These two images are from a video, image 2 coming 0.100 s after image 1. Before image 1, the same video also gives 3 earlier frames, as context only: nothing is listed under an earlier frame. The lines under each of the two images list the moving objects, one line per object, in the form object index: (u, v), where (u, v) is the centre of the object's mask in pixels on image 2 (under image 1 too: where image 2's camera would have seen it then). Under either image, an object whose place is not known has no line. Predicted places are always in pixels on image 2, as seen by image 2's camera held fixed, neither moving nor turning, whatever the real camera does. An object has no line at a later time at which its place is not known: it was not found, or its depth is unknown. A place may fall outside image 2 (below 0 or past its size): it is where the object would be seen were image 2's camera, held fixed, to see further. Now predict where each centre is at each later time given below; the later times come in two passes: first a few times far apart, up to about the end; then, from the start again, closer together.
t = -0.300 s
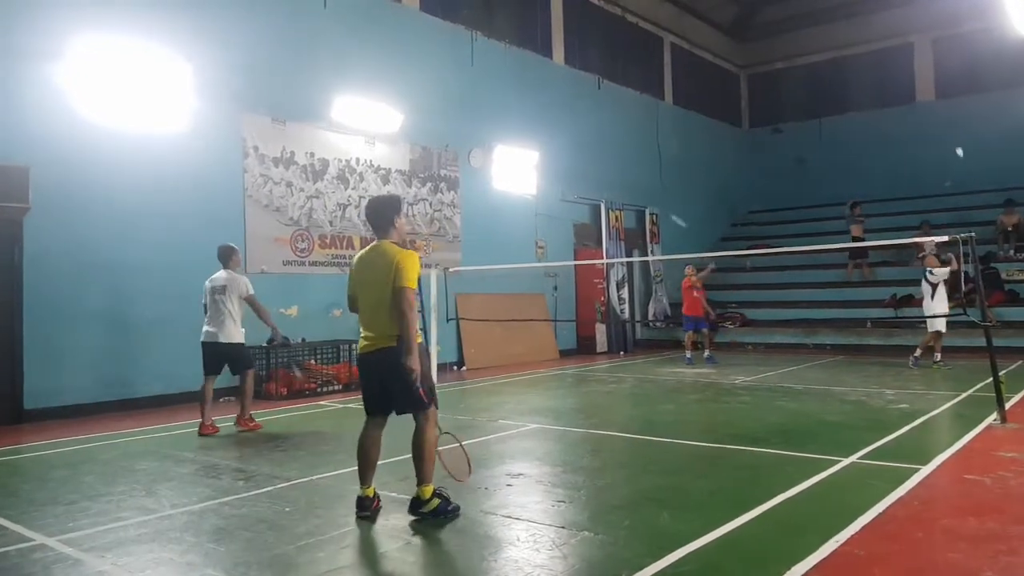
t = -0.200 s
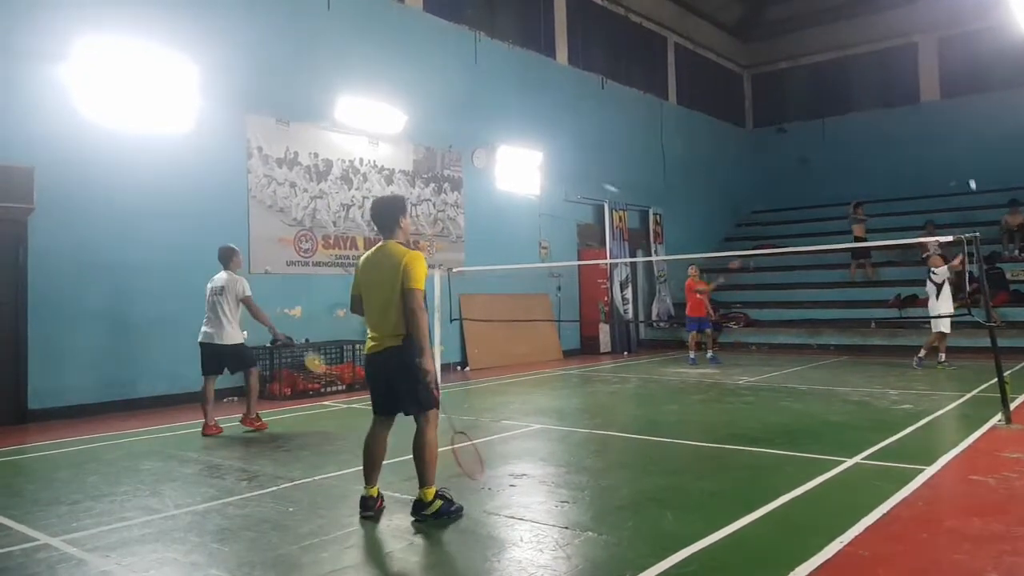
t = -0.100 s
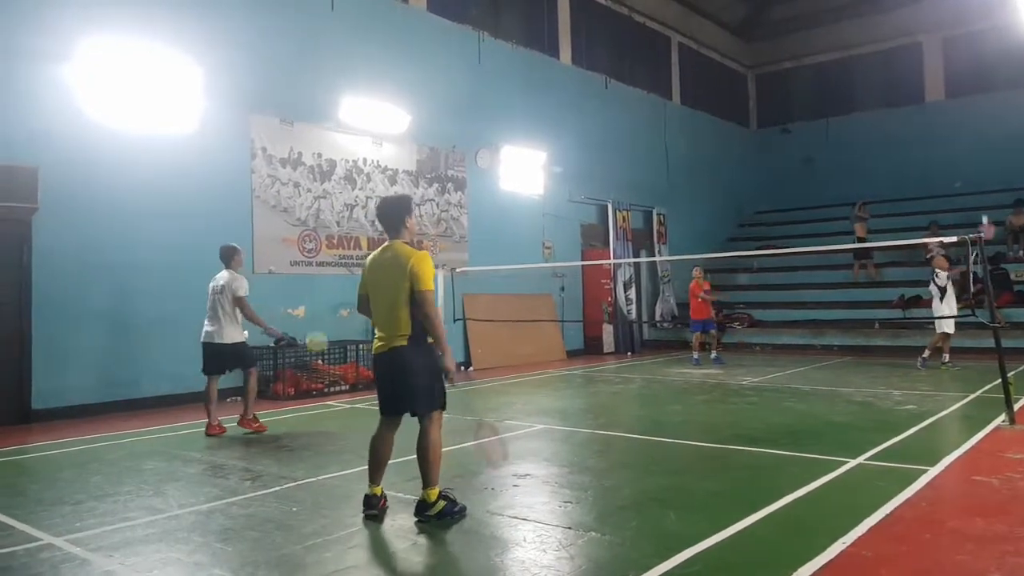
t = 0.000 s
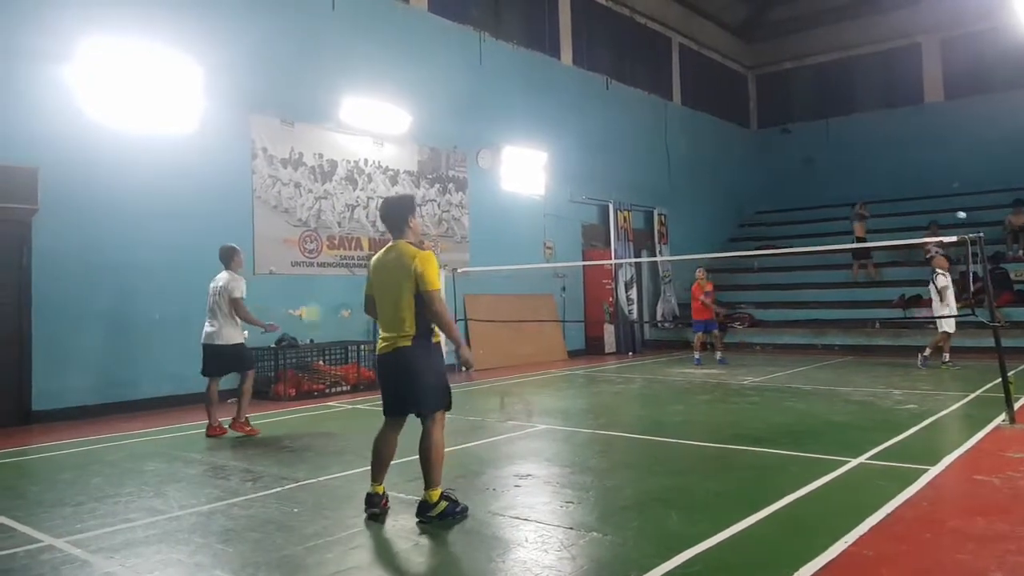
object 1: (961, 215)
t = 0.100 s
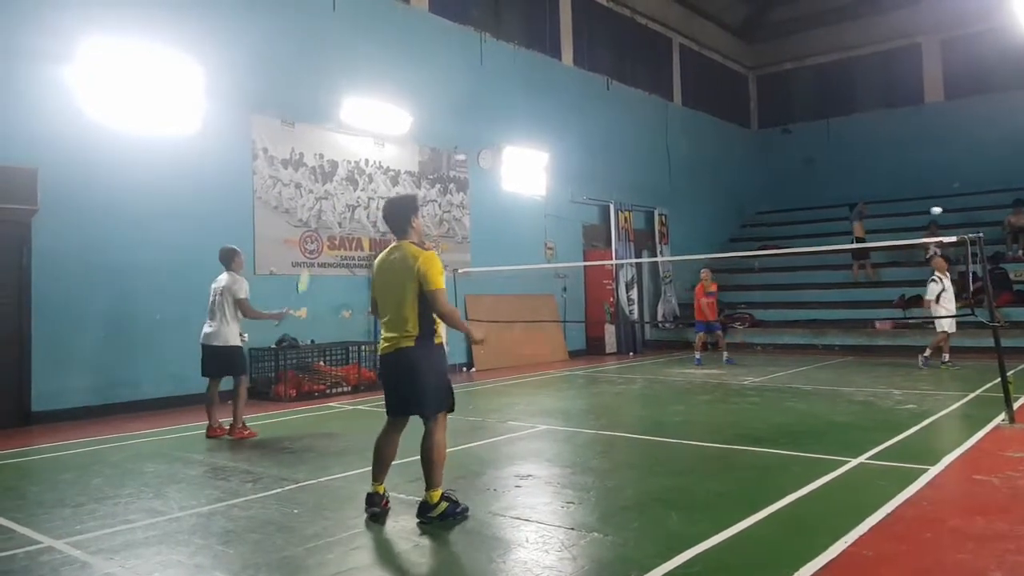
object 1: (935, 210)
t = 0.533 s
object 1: (836, 332)
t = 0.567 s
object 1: (827, 354)
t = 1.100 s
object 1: (738, 537)
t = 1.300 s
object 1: (743, 541)
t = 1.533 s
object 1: (743, 550)
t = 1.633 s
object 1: (741, 549)
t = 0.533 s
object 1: (836, 332)
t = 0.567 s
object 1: (827, 354)
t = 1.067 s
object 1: (743, 521)
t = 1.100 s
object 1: (738, 537)
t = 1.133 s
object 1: (739, 543)
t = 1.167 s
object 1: (741, 538)
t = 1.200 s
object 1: (741, 535)
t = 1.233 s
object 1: (742, 535)
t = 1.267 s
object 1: (742, 537)
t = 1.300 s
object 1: (743, 541)
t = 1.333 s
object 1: (743, 546)
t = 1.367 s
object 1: (744, 545)
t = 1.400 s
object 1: (745, 546)
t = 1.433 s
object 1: (745, 550)
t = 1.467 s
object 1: (745, 549)
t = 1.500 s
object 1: (744, 550)
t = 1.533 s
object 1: (743, 550)
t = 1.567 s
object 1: (742, 549)
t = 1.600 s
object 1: (742, 549)
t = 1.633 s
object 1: (741, 549)
